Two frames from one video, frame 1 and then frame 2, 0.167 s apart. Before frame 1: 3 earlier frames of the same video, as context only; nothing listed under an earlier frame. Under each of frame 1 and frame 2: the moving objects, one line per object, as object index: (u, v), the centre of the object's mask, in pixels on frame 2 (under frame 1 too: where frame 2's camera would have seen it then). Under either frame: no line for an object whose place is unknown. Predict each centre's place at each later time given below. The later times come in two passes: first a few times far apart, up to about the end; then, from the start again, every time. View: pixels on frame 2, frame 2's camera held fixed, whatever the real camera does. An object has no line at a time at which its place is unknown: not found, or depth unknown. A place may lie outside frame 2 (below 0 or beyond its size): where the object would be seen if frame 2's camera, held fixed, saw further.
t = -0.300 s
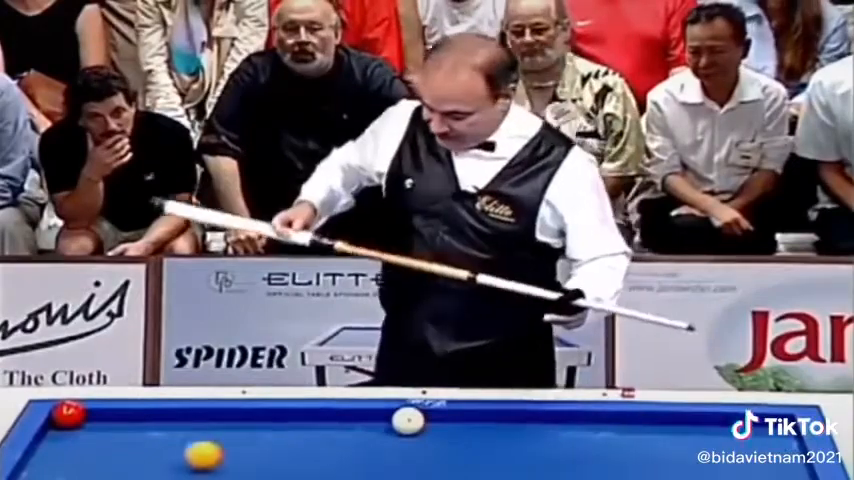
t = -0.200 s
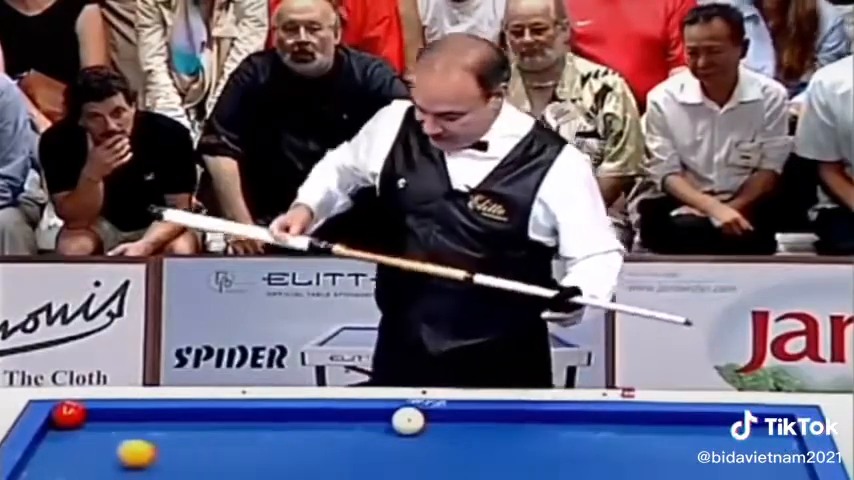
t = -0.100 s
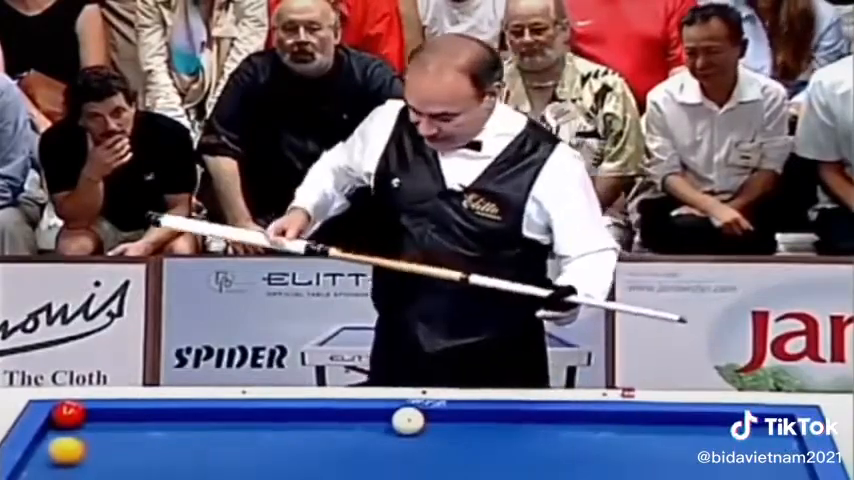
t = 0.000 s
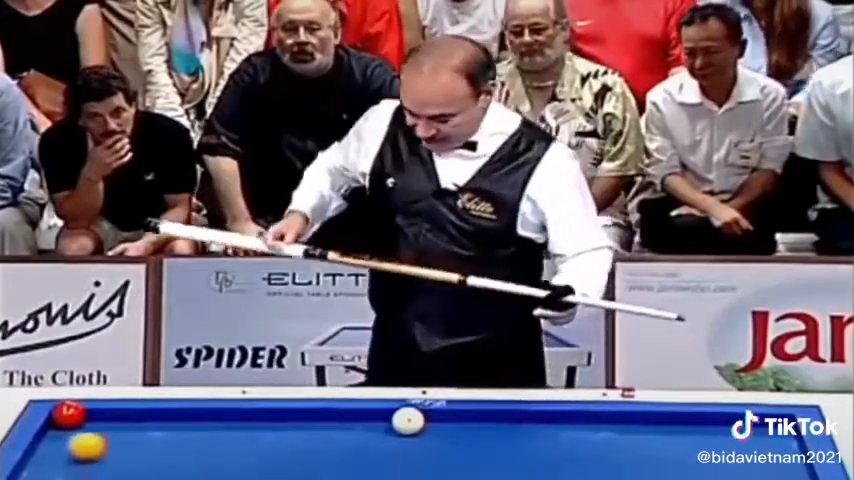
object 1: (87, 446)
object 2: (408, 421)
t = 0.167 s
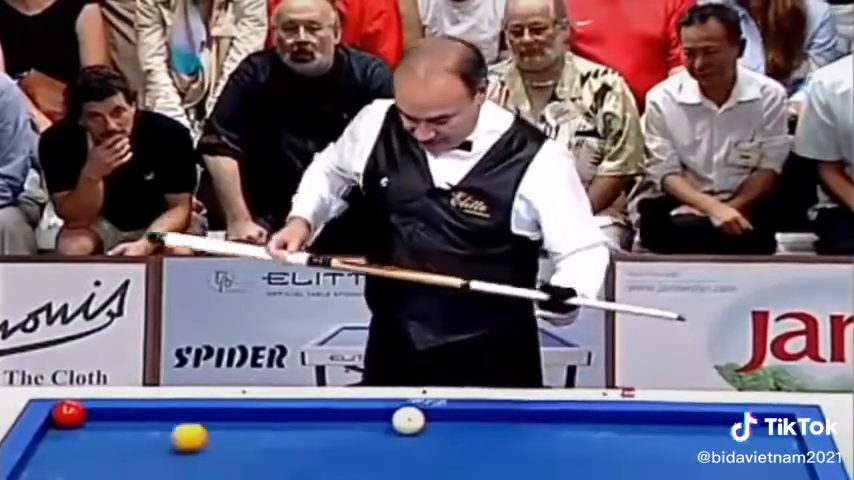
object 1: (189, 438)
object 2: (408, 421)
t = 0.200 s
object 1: (209, 435)
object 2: (408, 420)
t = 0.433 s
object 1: (324, 420)
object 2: (408, 420)
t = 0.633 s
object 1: (375, 421)
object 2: (427, 422)
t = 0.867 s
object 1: (352, 425)
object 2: (493, 427)
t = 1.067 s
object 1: (321, 424)
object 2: (548, 432)
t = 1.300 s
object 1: (271, 416)
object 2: (611, 437)
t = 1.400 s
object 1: (245, 416)
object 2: (637, 440)
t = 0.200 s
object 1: (209, 435)
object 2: (408, 420)
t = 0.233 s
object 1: (226, 433)
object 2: (408, 420)
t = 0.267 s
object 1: (243, 431)
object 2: (408, 420)
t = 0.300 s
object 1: (261, 429)
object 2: (408, 420)
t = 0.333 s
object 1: (277, 427)
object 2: (408, 421)
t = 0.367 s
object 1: (293, 425)
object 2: (408, 420)
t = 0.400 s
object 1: (308, 422)
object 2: (408, 421)
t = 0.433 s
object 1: (324, 420)
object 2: (408, 420)
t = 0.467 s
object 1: (336, 418)
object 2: (408, 421)
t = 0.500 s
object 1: (350, 415)
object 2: (408, 421)
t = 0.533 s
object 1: (362, 415)
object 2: (408, 421)
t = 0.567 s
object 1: (373, 418)
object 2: (408, 421)
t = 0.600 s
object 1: (377, 420)
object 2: (414, 421)
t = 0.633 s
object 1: (375, 421)
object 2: (427, 422)
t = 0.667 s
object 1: (373, 422)
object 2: (437, 423)
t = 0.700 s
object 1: (371, 423)
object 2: (448, 424)
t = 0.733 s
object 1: (368, 424)
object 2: (457, 424)
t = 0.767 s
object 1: (364, 424)
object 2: (466, 425)
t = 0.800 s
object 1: (361, 425)
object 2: (475, 426)
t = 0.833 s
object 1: (357, 425)
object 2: (485, 426)
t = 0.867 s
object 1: (352, 425)
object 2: (493, 427)
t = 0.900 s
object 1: (348, 425)
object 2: (503, 428)
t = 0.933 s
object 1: (343, 425)
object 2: (511, 429)
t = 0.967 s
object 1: (338, 425)
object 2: (520, 430)
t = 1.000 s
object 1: (333, 425)
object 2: (530, 431)
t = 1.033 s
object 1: (327, 425)
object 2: (539, 431)
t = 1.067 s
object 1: (321, 424)
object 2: (548, 432)
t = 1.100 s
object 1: (314, 423)
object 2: (557, 433)
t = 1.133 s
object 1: (308, 422)
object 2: (566, 433)
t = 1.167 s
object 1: (301, 421)
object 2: (574, 434)
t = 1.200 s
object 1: (294, 420)
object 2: (583, 435)
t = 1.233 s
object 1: (287, 419)
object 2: (593, 436)
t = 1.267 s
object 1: (279, 417)
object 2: (602, 437)
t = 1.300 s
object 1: (271, 416)
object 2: (611, 437)
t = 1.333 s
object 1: (263, 414)
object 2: (620, 439)
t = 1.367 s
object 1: (254, 415)
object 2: (628, 439)
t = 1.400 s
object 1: (245, 416)
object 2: (637, 440)
